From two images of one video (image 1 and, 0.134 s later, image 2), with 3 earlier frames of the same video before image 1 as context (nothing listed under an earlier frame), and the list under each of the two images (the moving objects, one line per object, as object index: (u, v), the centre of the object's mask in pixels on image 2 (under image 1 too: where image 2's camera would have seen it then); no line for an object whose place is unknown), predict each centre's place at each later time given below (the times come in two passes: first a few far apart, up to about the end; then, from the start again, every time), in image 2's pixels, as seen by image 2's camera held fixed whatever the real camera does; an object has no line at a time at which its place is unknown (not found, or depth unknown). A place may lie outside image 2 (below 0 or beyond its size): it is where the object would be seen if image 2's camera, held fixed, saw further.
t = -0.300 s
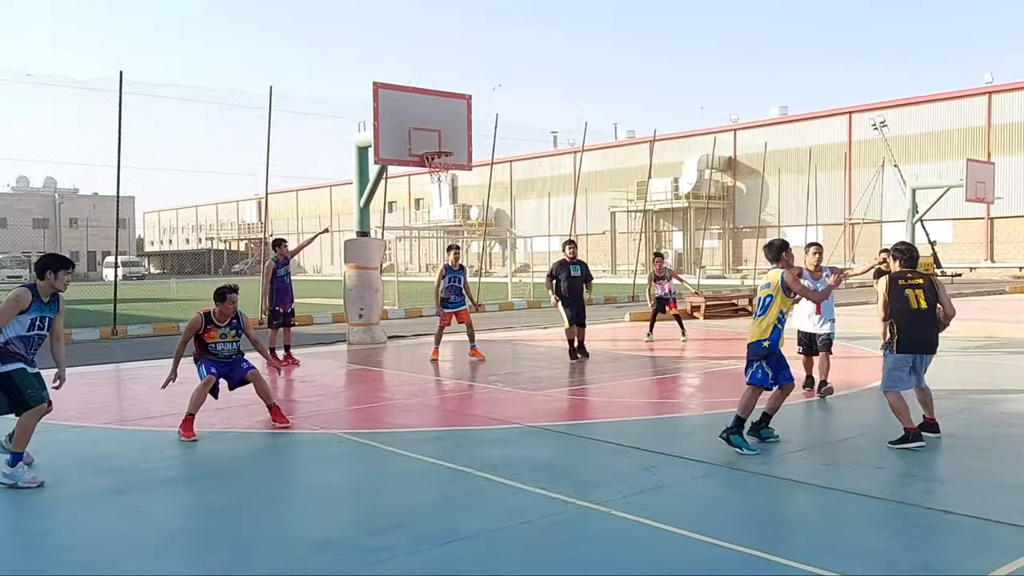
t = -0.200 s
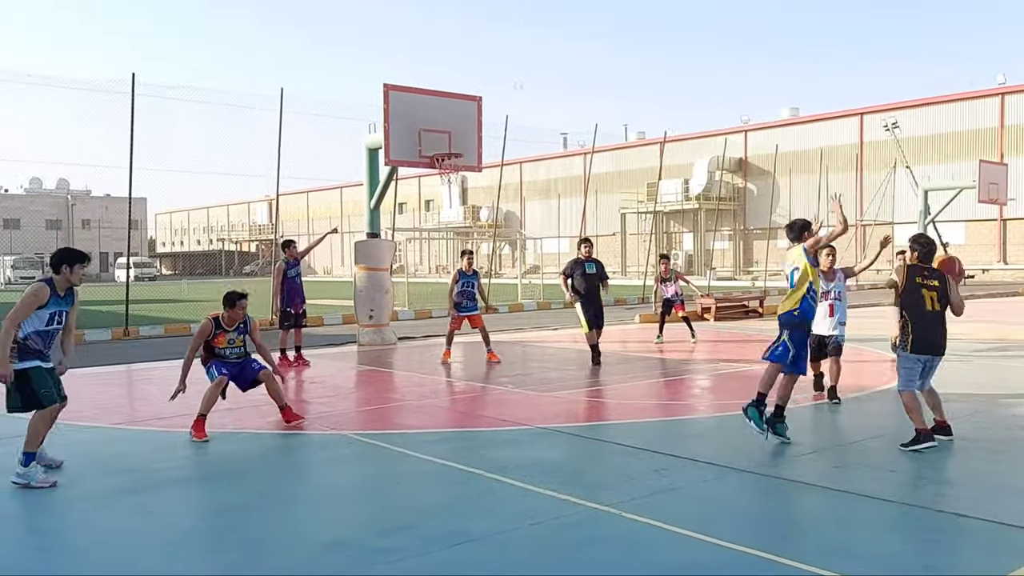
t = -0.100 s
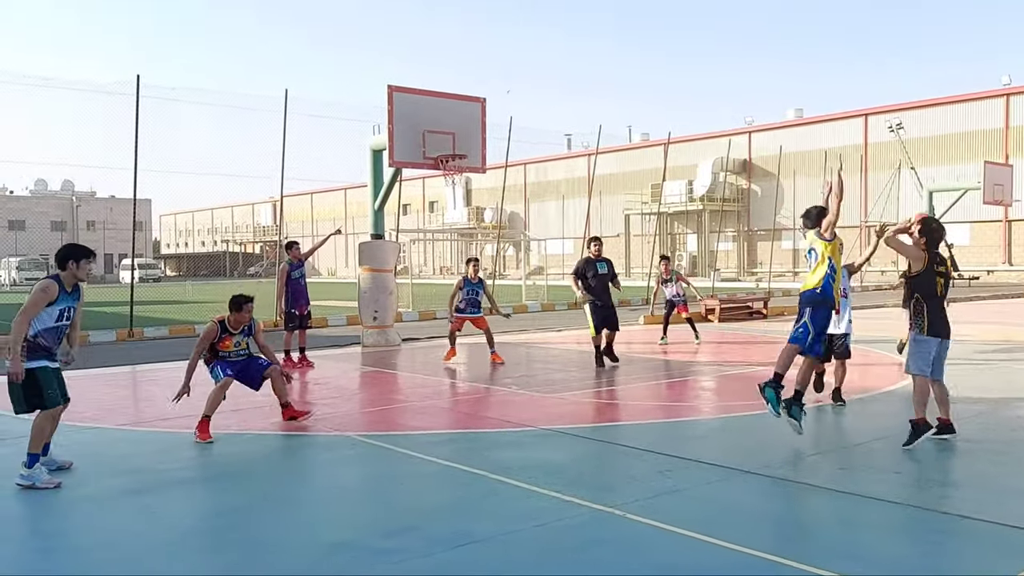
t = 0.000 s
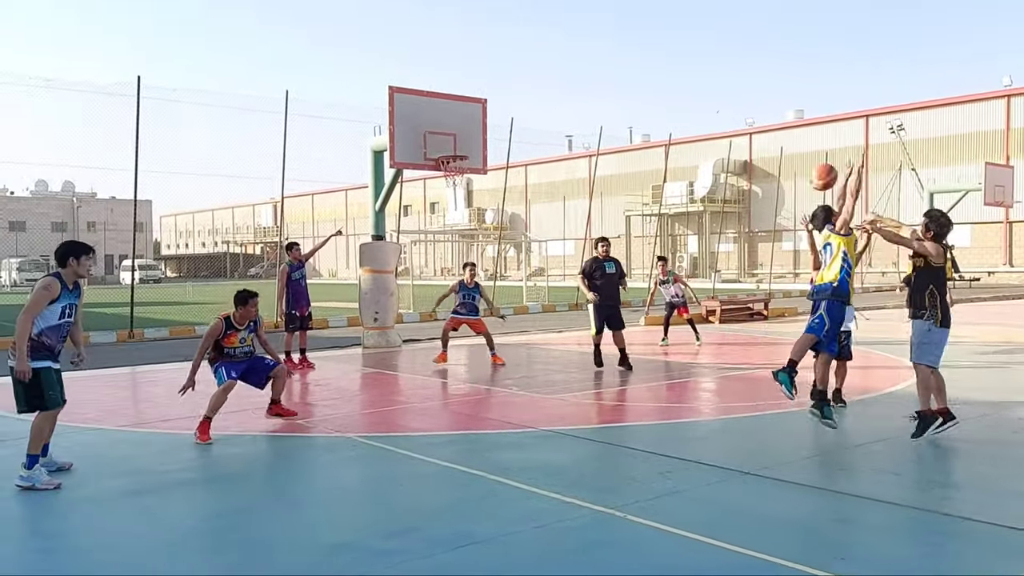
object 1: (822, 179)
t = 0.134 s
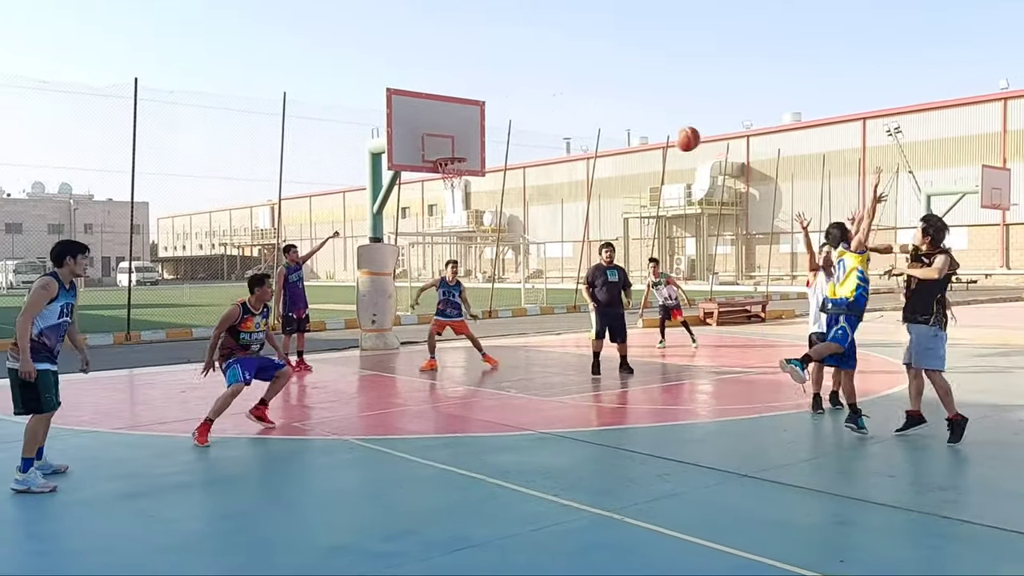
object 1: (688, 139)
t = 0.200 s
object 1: (630, 127)
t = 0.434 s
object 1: (467, 124)
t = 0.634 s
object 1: (359, 154)
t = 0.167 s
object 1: (658, 133)
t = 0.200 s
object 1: (630, 127)
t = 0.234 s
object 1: (605, 124)
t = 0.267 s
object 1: (578, 121)
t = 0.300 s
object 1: (555, 120)
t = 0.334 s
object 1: (531, 119)
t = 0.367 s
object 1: (510, 120)
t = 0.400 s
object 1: (487, 121)
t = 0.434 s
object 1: (467, 124)
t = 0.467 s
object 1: (447, 127)
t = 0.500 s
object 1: (428, 131)
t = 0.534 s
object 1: (410, 135)
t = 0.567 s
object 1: (393, 141)
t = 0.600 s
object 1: (376, 147)
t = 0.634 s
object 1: (359, 154)
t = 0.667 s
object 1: (343, 161)
